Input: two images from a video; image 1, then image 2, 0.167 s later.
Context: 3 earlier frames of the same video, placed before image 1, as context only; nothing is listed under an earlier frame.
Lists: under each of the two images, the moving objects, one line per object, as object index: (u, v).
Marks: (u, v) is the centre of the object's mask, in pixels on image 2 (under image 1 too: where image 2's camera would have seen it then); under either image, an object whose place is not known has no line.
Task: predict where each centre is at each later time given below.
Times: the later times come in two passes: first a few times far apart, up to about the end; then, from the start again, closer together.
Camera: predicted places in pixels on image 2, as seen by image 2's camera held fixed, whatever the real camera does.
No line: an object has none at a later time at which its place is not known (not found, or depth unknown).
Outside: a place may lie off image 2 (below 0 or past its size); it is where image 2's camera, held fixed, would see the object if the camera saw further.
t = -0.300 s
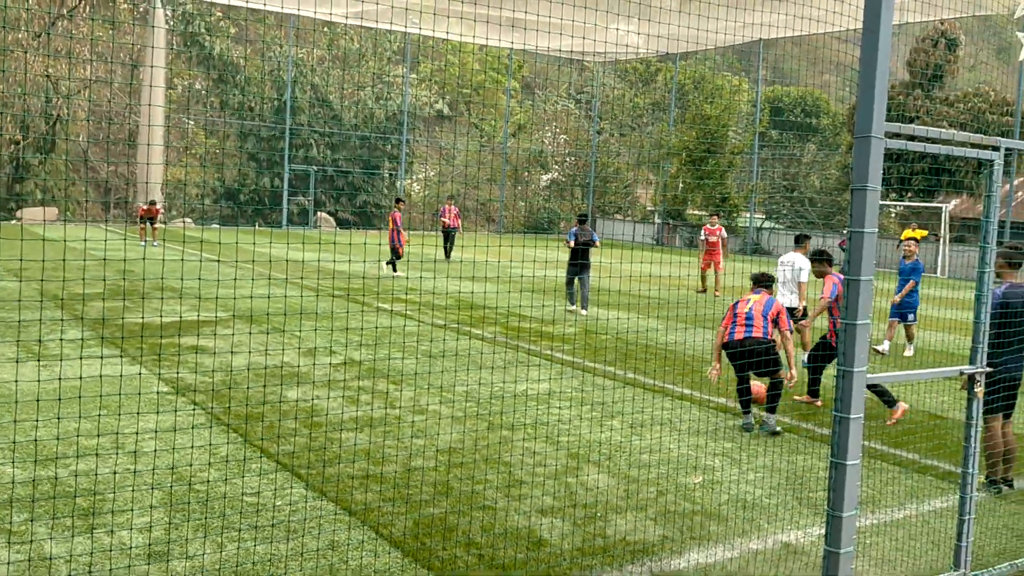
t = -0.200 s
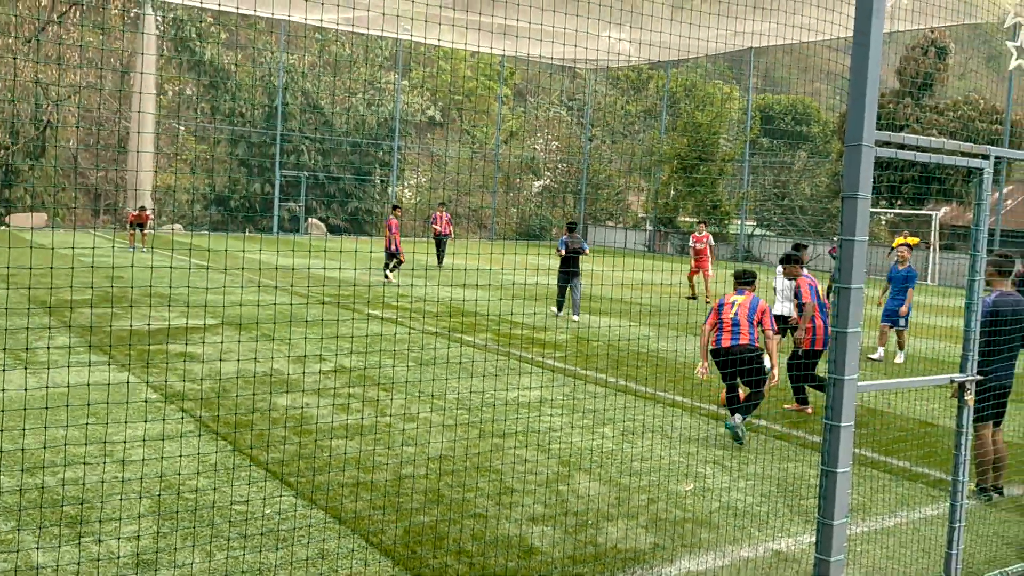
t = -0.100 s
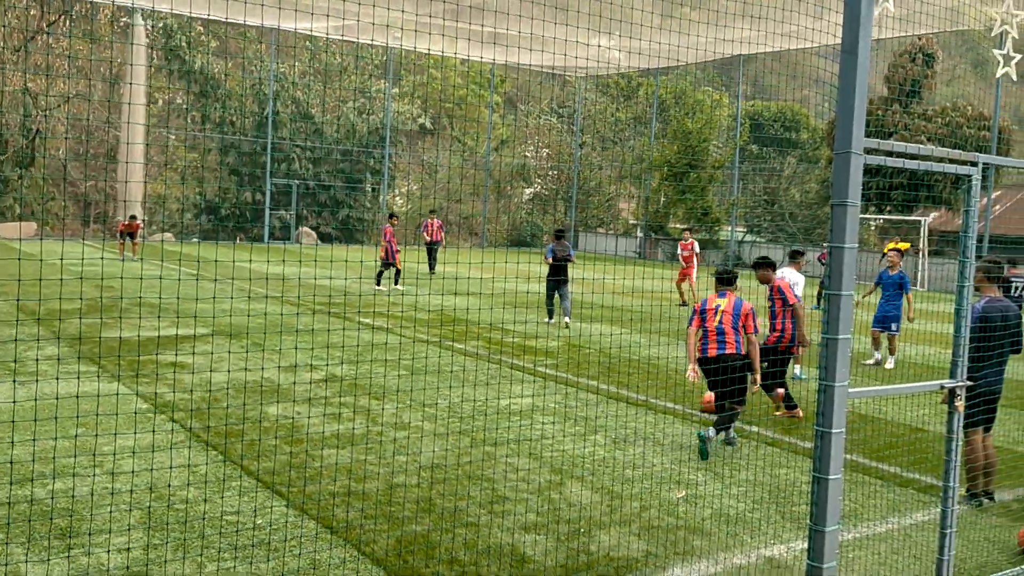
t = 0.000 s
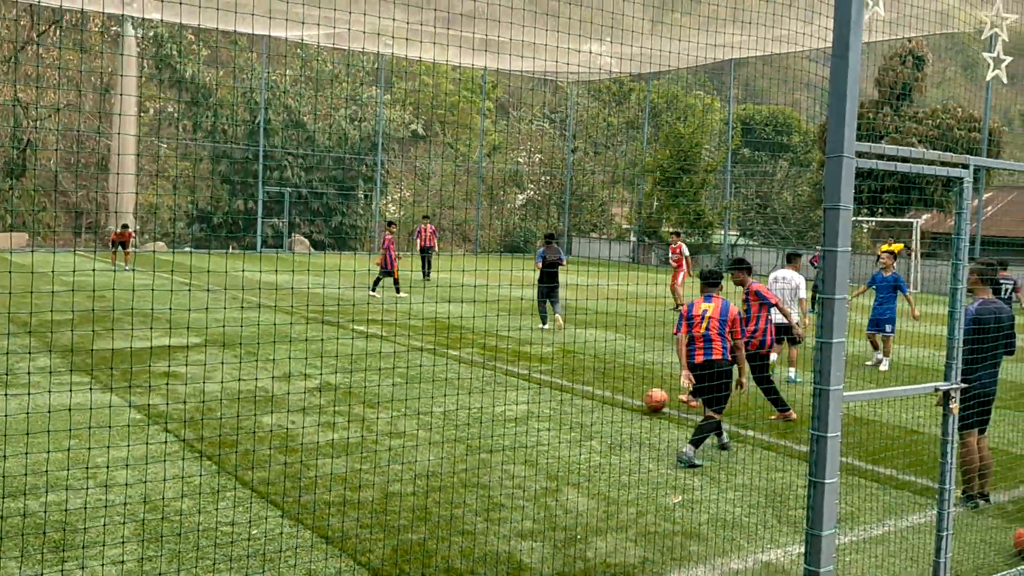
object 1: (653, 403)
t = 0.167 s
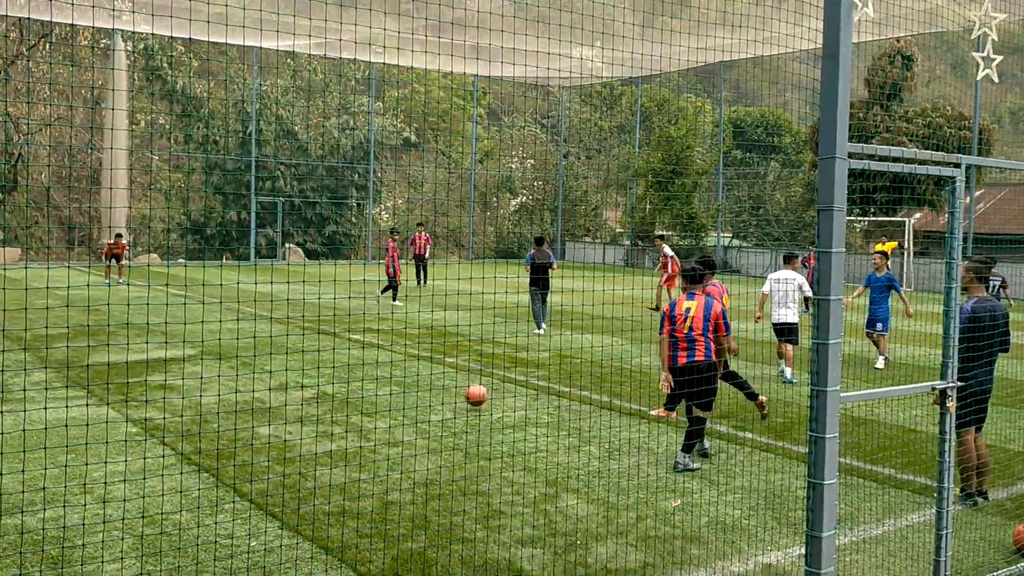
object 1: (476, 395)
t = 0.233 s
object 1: (413, 394)
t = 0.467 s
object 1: (230, 385)
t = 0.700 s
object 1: (91, 377)
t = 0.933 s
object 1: (-23, 377)
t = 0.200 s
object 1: (442, 397)
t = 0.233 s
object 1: (413, 394)
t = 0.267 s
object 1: (385, 390)
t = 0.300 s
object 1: (357, 389)
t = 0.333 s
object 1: (330, 387)
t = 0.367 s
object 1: (303, 387)
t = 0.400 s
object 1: (277, 388)
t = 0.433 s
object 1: (252, 388)
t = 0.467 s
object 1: (230, 385)
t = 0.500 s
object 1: (209, 383)
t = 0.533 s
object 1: (187, 382)
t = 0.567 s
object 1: (166, 382)
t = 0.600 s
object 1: (144, 383)
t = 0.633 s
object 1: (126, 381)
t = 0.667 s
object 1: (109, 379)
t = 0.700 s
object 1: (91, 377)
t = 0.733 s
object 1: (73, 377)
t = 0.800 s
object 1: (39, 379)
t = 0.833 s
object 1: (23, 377)
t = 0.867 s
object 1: (7, 376)
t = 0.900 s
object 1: (-7, 376)
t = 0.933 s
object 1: (-23, 377)
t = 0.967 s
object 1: (-39, 375)
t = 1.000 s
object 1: (-54, 374)
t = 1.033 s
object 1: (-69, 372)
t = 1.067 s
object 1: (-84, 373)
